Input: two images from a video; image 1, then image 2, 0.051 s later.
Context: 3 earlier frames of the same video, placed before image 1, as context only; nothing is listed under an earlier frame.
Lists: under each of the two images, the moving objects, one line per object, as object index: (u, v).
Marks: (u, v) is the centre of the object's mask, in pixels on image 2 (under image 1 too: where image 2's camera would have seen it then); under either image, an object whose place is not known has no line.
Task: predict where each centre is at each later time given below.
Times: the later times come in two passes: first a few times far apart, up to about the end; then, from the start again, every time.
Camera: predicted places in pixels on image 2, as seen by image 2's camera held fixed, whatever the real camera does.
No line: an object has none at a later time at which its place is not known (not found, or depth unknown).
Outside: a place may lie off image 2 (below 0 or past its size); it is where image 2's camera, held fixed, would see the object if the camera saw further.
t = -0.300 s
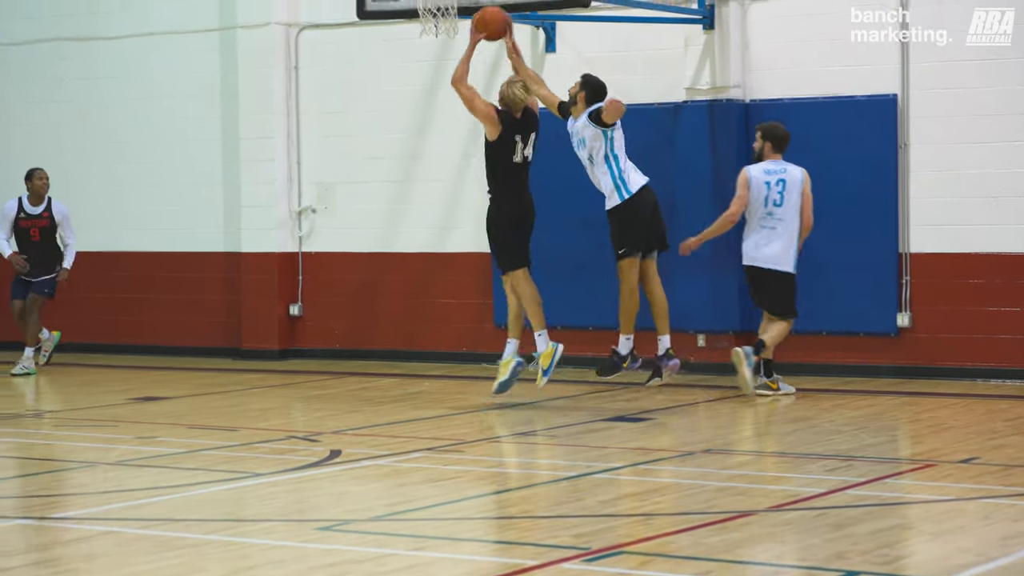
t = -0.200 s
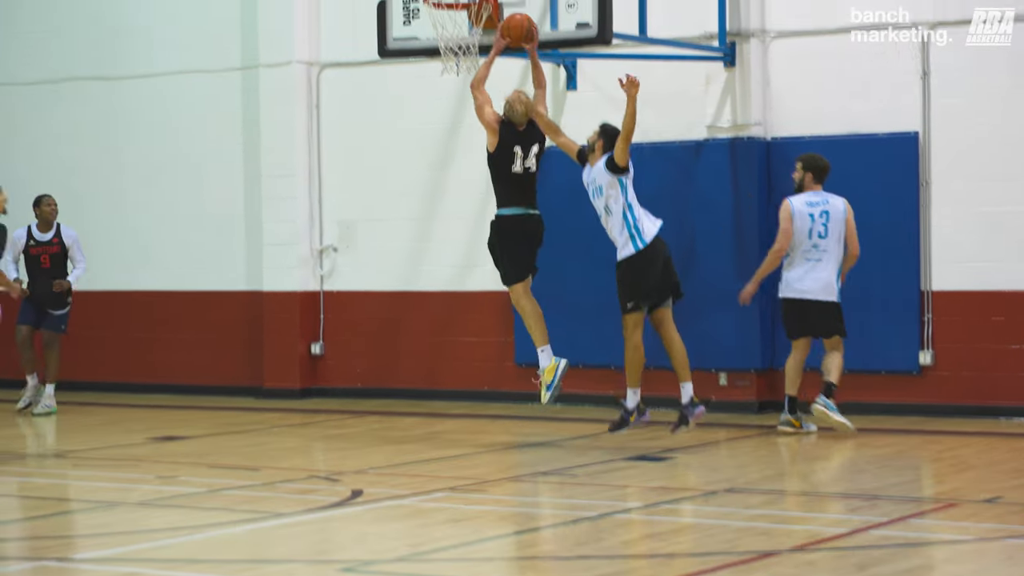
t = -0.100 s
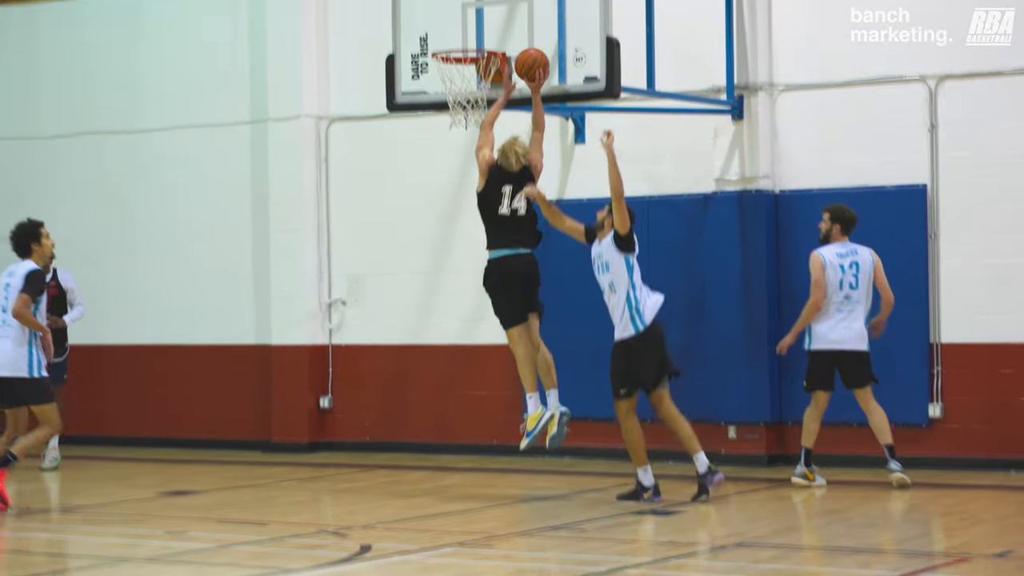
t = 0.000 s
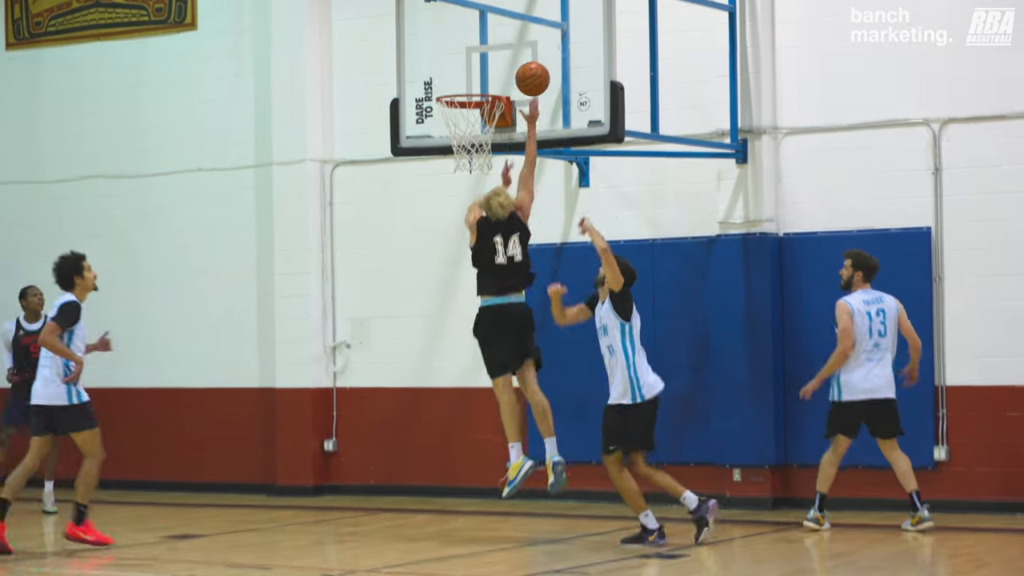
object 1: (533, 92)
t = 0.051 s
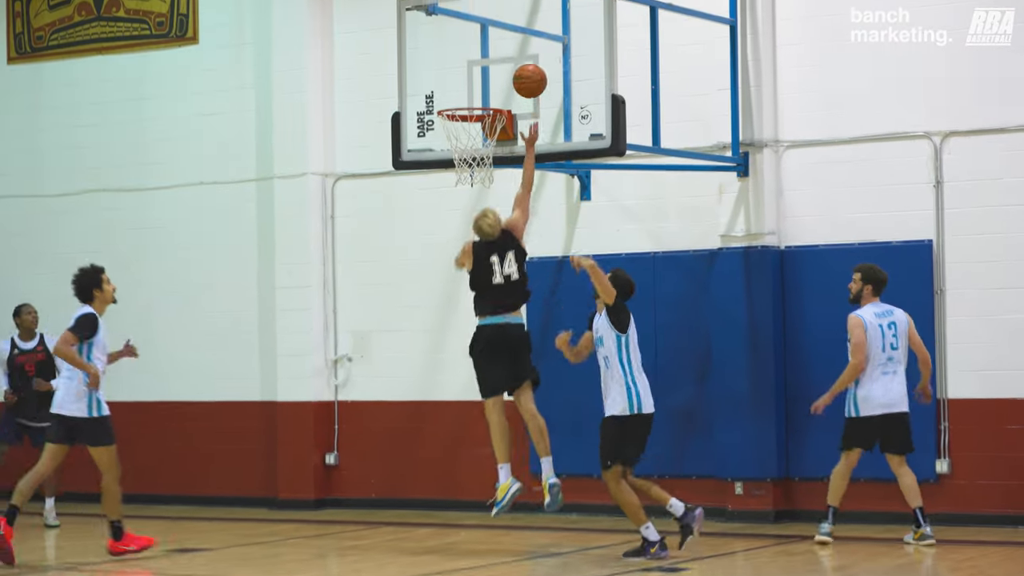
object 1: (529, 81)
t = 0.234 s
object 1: (498, 70)
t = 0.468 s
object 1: (455, 125)
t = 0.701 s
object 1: (463, 226)
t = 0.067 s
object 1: (528, 78)
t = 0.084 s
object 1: (527, 75)
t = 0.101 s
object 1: (524, 73)
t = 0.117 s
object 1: (520, 71)
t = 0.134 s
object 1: (517, 70)
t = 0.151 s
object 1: (514, 69)
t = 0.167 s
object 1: (511, 69)
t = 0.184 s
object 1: (508, 68)
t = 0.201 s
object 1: (504, 69)
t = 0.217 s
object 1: (501, 69)
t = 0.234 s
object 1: (498, 70)
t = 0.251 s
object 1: (494, 72)
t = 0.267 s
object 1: (491, 73)
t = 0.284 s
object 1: (488, 75)
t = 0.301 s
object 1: (485, 78)
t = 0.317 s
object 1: (482, 81)
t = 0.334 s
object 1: (478, 84)
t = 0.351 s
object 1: (475, 88)
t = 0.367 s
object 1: (472, 91)
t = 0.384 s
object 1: (468, 95)
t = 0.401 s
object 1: (465, 97)
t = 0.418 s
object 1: (461, 104)
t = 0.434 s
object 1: (458, 112)
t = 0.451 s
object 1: (455, 118)
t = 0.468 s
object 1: (455, 125)
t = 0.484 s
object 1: (455, 130)
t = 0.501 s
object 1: (455, 136)
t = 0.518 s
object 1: (456, 143)
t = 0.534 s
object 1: (456, 150)
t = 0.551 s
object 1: (456, 156)
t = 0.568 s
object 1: (456, 162)
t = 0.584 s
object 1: (457, 169)
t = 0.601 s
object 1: (459, 178)
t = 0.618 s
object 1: (460, 187)
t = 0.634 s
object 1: (460, 191)
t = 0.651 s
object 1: (461, 199)
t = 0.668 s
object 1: (462, 208)
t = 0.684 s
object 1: (463, 217)
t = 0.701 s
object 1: (463, 226)
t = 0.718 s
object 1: (464, 236)
